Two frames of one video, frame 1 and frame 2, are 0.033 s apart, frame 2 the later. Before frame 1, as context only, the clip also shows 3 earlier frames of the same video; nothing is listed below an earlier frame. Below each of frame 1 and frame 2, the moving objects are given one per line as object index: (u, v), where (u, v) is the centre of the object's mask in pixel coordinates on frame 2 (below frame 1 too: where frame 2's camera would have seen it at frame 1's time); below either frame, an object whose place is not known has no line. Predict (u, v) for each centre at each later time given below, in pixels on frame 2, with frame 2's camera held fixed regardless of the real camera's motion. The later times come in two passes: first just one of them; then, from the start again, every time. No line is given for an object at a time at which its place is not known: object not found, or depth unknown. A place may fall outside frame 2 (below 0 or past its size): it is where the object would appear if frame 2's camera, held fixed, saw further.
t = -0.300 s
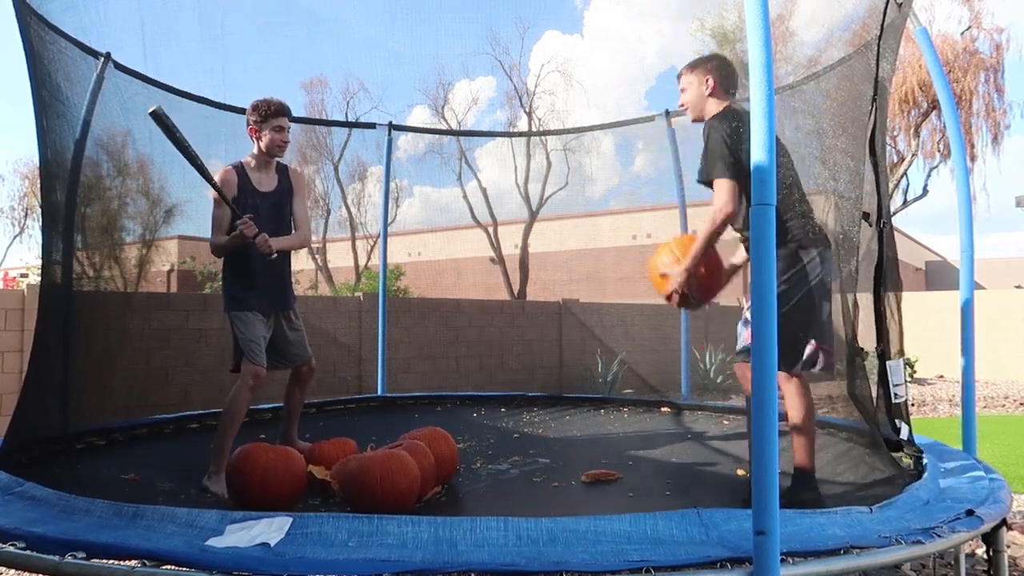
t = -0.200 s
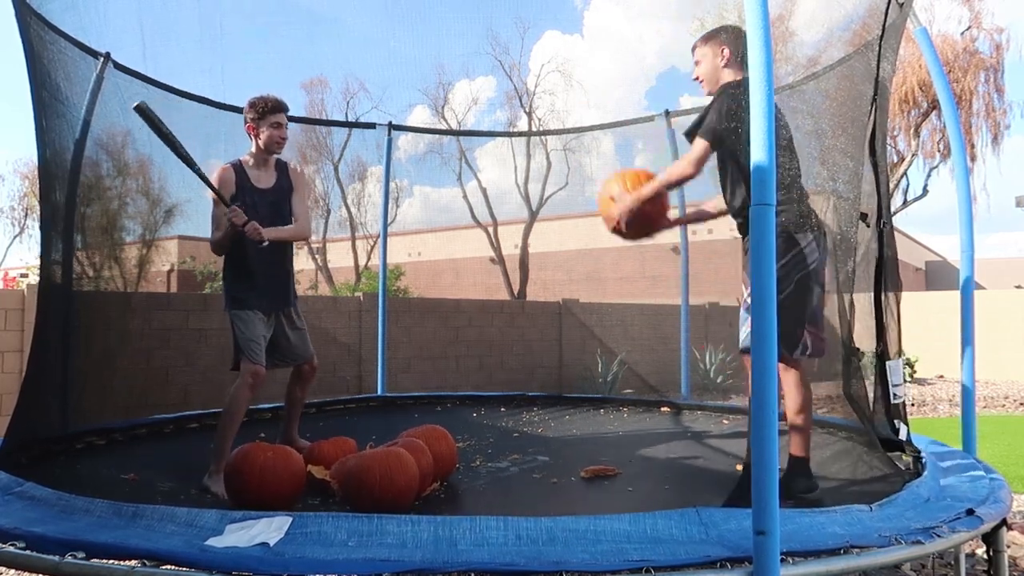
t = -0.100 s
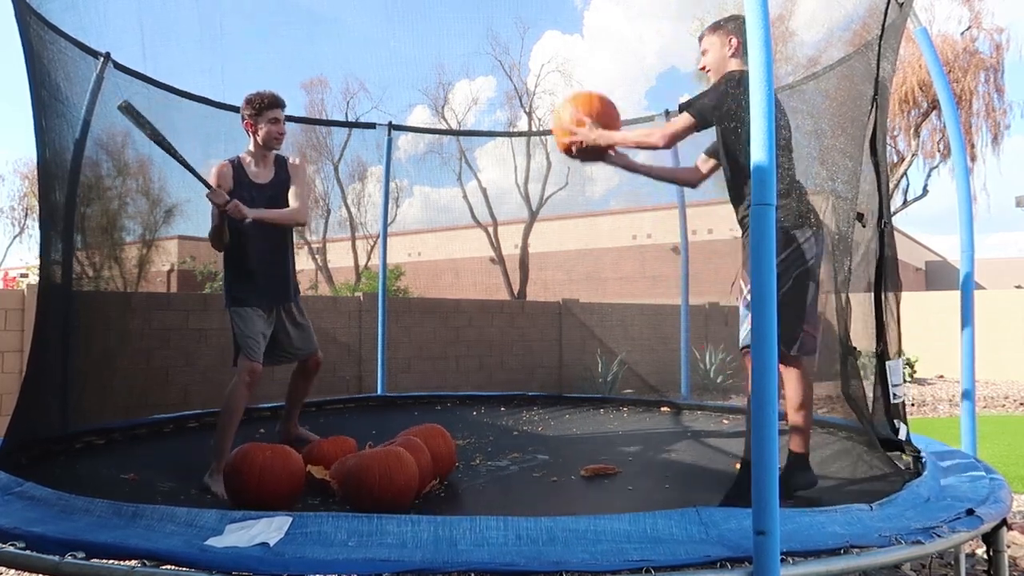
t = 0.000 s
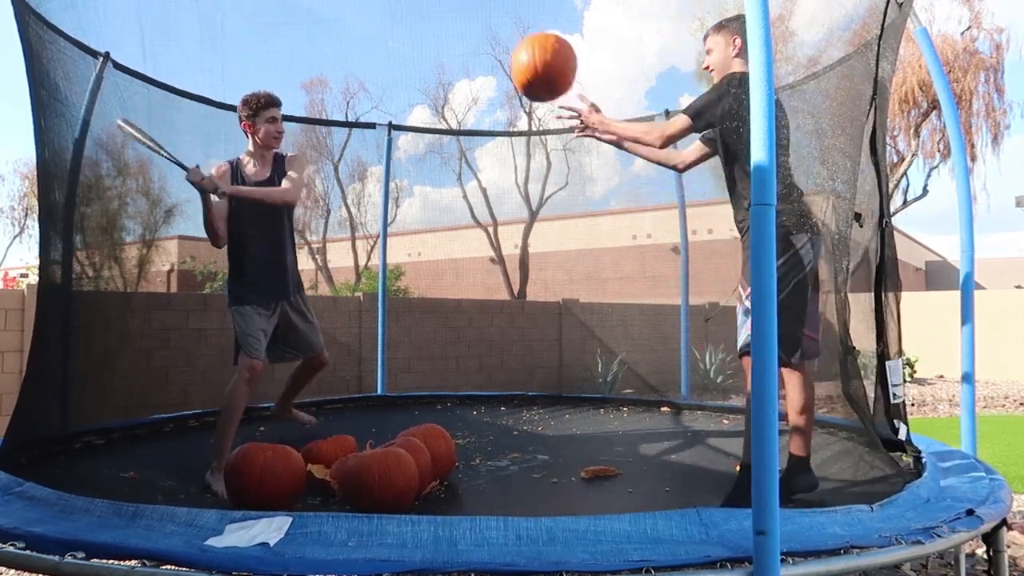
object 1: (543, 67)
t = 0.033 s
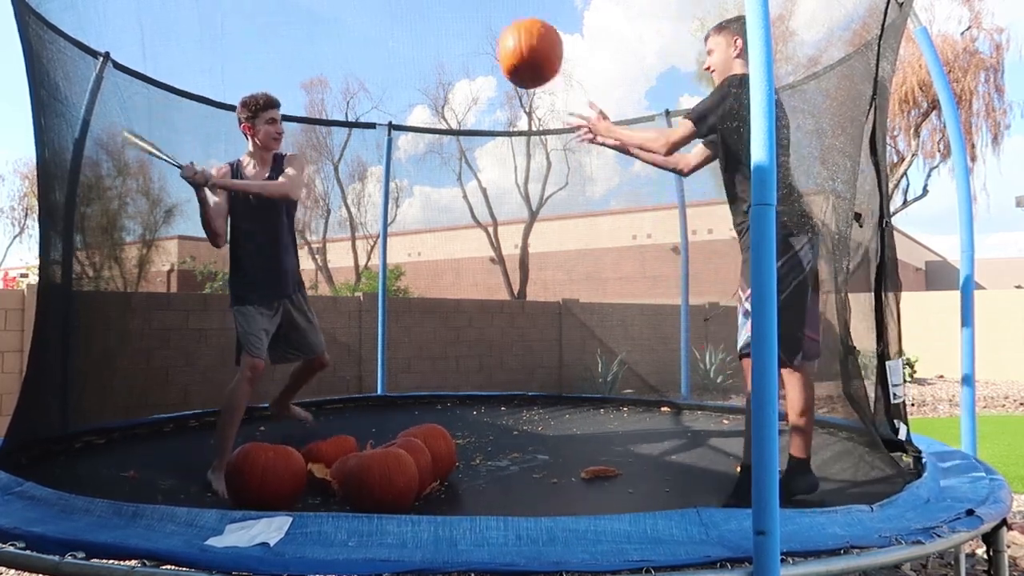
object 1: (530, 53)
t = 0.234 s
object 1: (453, 29)
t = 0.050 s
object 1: (523, 47)
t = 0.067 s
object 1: (517, 42)
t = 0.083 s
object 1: (510, 37)
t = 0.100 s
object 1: (504, 34)
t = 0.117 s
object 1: (497, 31)
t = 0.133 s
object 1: (491, 30)
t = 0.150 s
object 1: (484, 28)
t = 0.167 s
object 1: (478, 28)
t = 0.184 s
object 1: (472, 28)
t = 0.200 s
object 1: (465, 28)
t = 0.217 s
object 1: (459, 28)
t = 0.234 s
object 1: (453, 29)
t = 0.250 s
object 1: (447, 30)
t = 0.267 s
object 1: (441, 33)
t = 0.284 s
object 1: (435, 36)
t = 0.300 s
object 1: (429, 40)
